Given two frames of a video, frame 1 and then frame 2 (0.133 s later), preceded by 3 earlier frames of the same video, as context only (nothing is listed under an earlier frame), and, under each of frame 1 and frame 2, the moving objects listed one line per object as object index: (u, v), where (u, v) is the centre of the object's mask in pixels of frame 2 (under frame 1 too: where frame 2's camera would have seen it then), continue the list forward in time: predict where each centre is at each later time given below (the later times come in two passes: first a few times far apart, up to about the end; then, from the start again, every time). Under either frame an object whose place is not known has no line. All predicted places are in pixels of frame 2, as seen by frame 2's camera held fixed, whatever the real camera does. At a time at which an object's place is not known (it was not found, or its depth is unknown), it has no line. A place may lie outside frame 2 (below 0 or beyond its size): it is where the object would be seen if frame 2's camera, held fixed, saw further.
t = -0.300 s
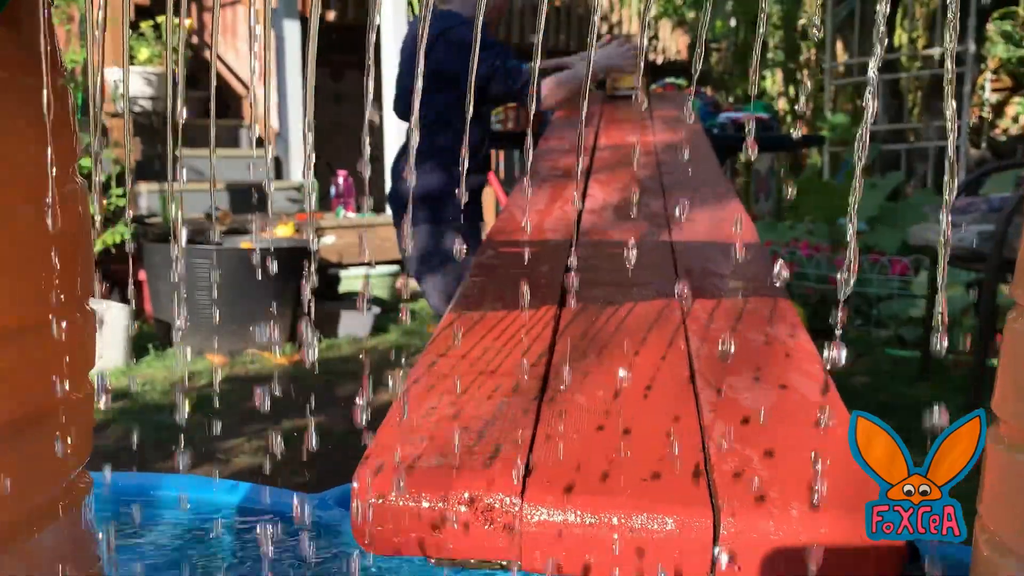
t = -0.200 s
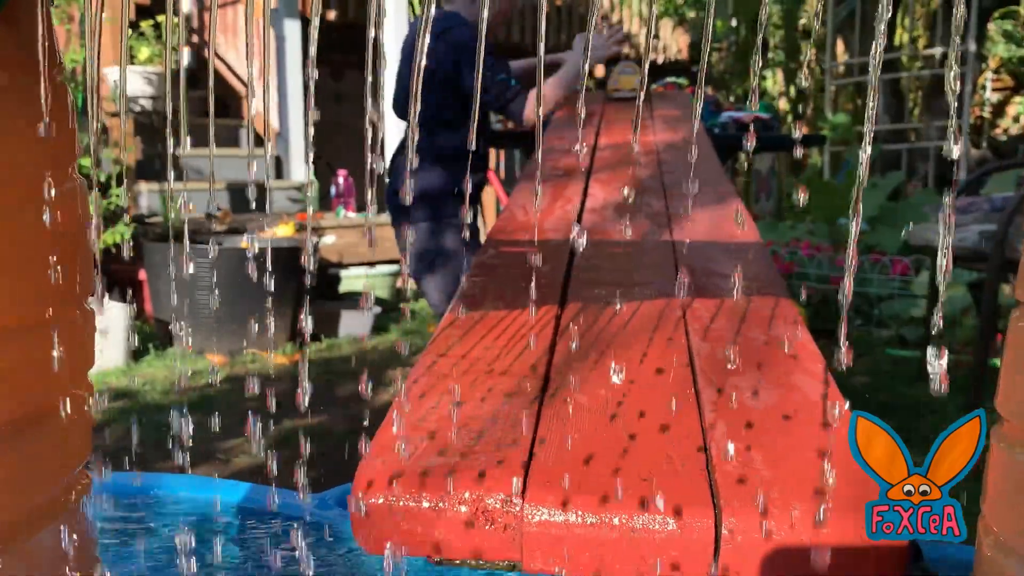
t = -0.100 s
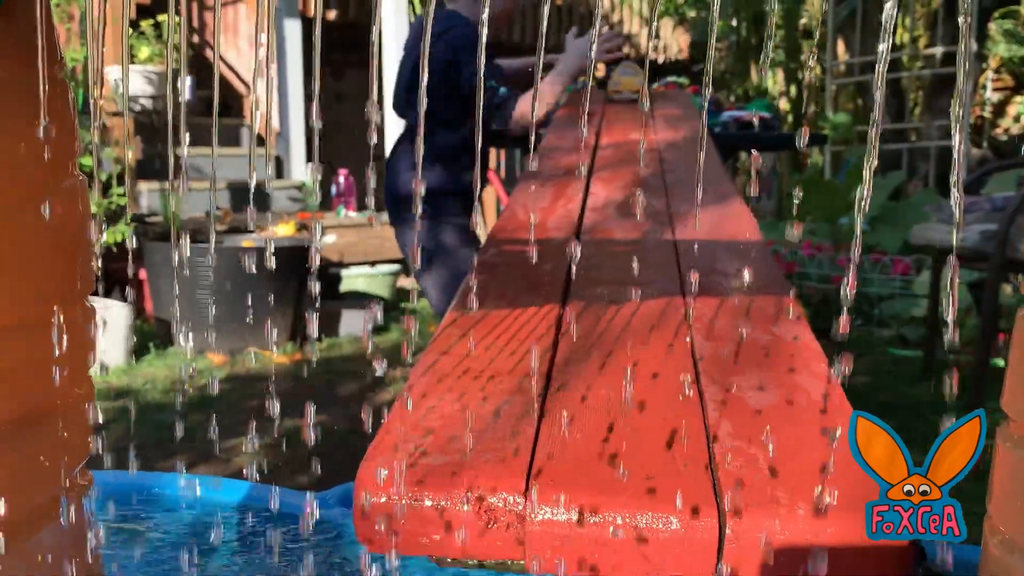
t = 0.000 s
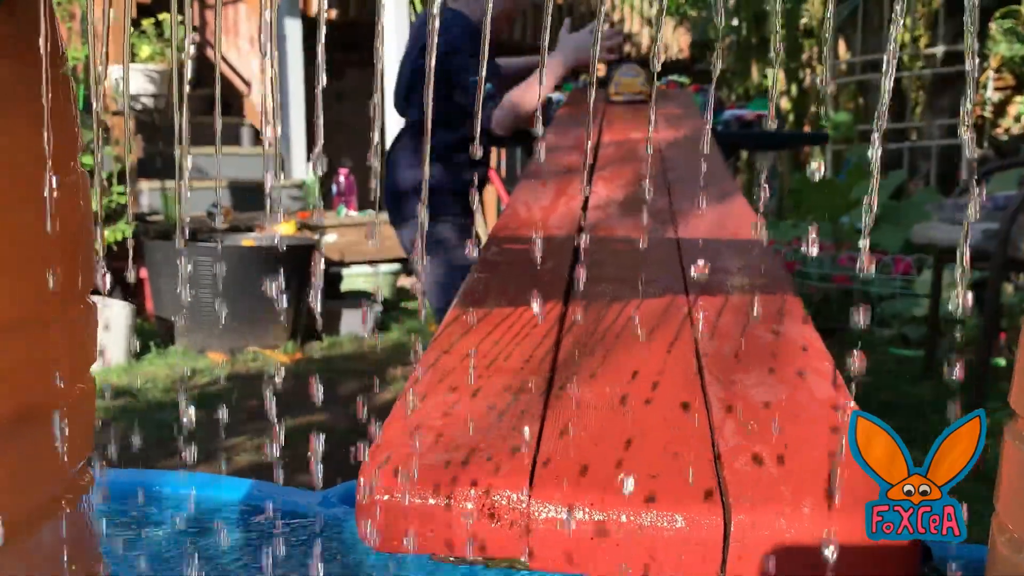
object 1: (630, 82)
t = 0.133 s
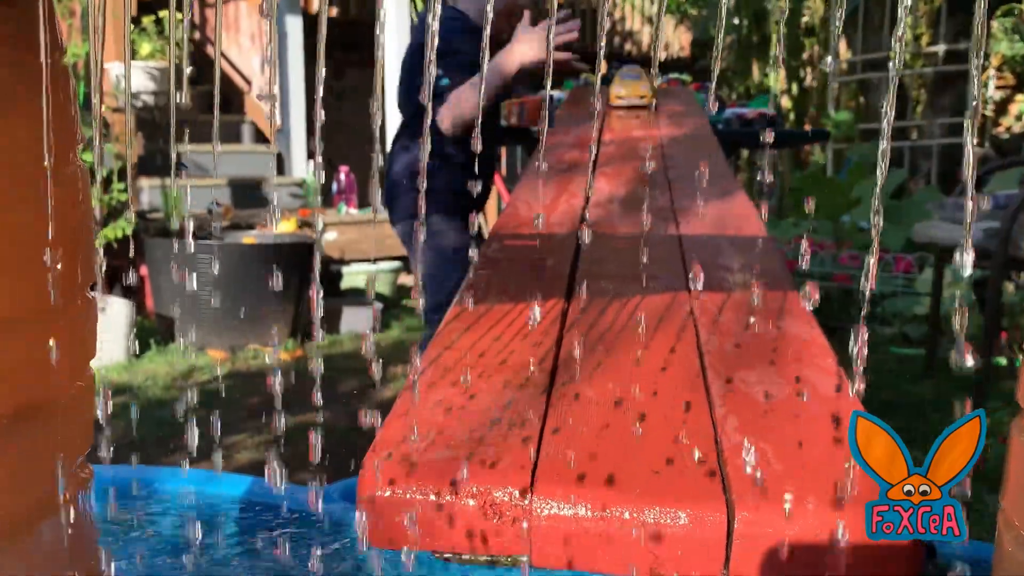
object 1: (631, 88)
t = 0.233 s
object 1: (631, 93)
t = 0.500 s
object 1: (634, 114)
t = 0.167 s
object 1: (629, 89)
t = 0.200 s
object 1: (630, 92)
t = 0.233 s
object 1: (631, 93)
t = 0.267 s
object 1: (632, 95)
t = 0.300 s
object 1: (632, 97)
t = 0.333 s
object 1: (631, 100)
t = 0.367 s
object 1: (632, 102)
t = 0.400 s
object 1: (633, 106)
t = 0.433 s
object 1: (633, 109)
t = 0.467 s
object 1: (634, 112)
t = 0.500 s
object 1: (634, 114)
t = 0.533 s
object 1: (635, 118)
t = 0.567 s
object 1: (636, 122)
